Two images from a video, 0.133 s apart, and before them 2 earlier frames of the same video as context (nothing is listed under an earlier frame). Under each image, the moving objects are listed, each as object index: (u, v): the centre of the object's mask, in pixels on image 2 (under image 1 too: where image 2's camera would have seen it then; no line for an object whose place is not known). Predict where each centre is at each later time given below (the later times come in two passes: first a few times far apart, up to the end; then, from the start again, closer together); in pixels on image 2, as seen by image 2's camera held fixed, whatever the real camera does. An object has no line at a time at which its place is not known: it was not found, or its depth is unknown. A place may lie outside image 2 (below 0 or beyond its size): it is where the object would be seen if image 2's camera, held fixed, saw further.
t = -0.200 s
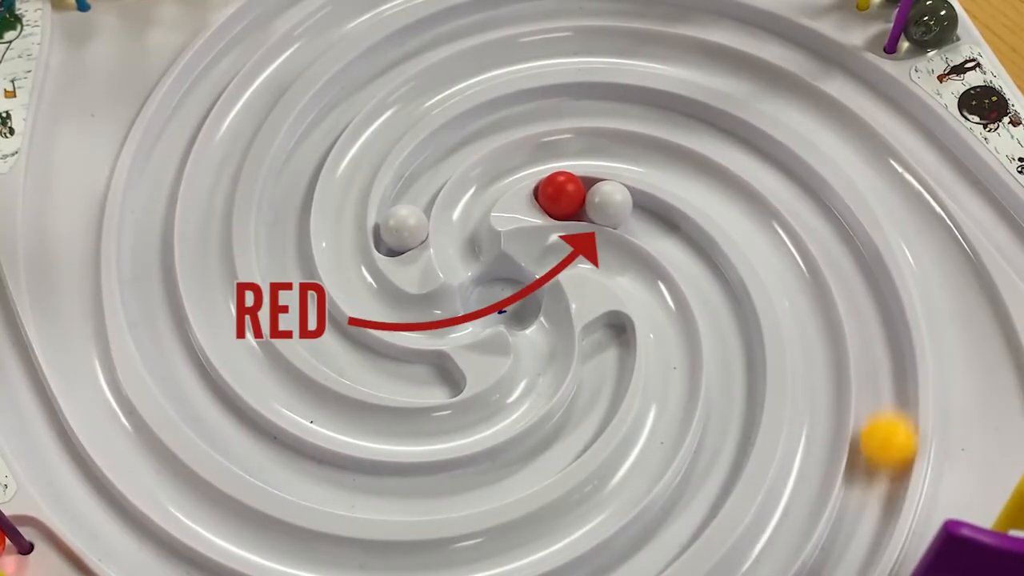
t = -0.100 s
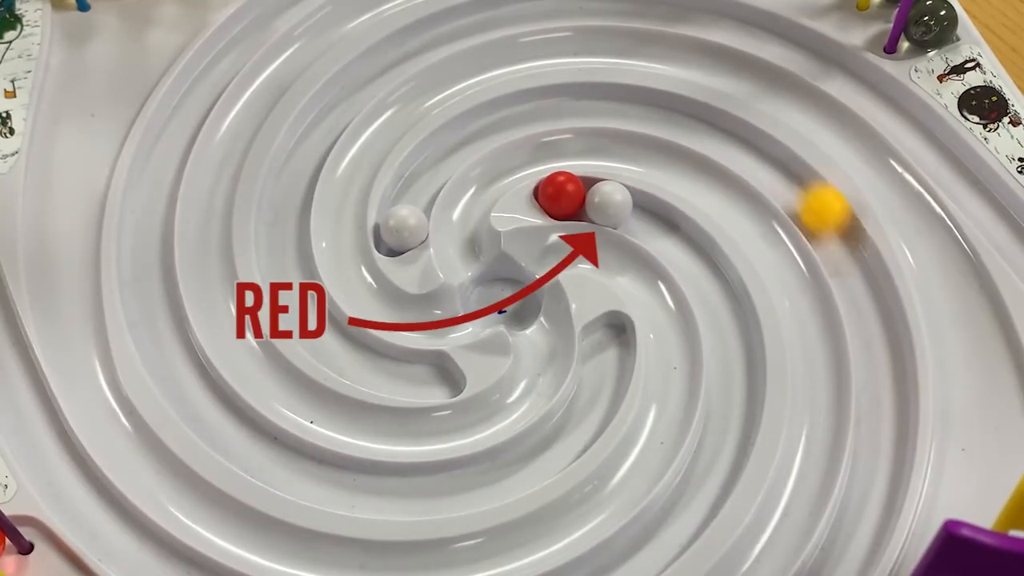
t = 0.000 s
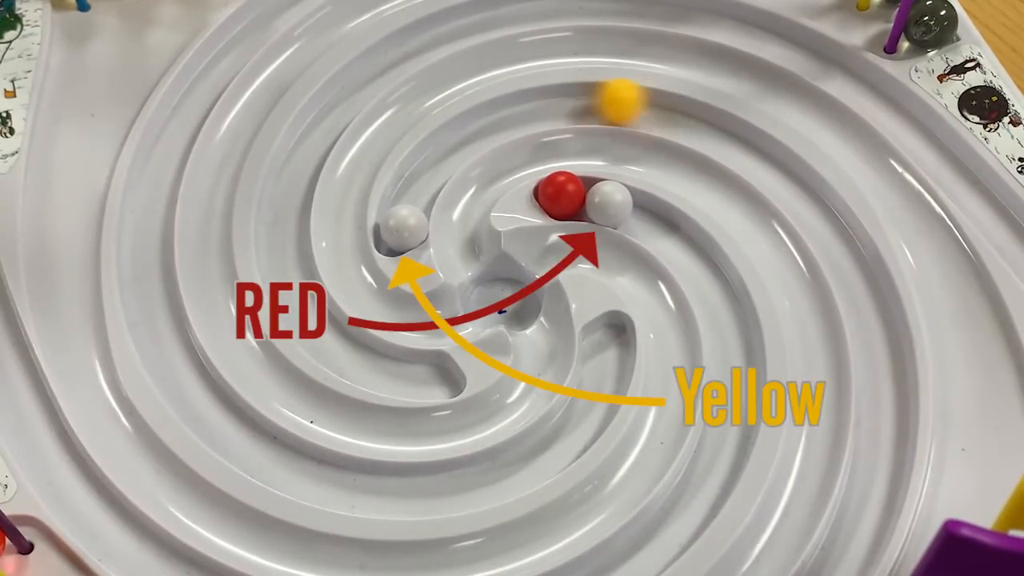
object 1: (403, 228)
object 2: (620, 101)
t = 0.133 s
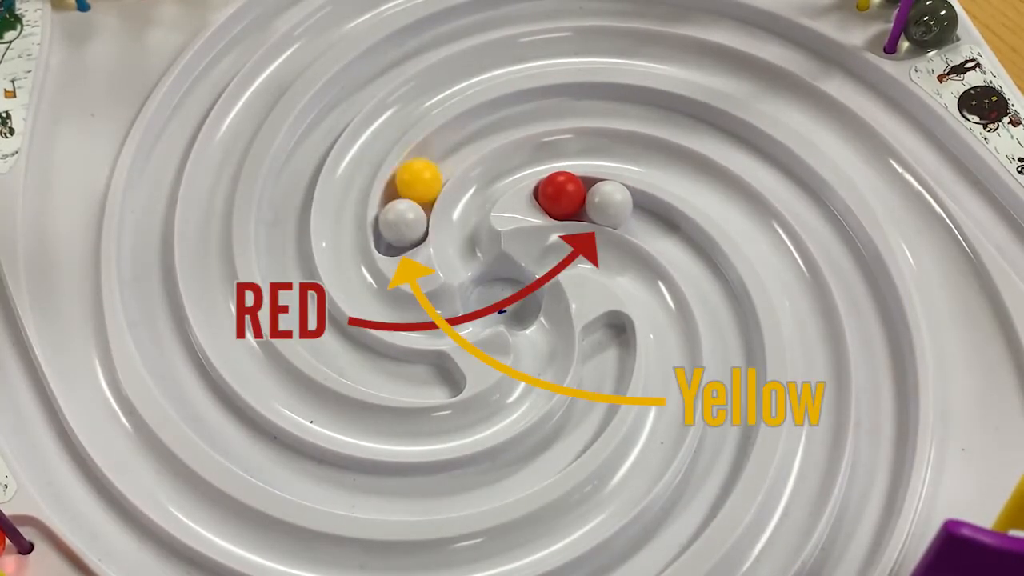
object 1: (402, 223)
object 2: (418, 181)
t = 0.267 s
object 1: (405, 218)
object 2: (432, 161)
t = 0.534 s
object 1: (397, 231)
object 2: (424, 173)
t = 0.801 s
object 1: (398, 231)
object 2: (414, 190)
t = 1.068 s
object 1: (398, 231)
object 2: (414, 190)
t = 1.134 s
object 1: (398, 231)
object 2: (414, 190)
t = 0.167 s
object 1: (402, 218)
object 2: (423, 170)
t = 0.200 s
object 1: (405, 216)
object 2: (427, 165)
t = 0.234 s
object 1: (405, 217)
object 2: (429, 163)
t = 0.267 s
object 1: (405, 218)
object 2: (432, 161)
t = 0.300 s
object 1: (405, 220)
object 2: (435, 160)
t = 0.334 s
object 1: (405, 222)
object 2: (435, 160)
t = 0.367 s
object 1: (404, 224)
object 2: (434, 161)
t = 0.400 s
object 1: (403, 227)
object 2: (432, 163)
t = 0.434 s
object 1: (399, 230)
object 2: (431, 165)
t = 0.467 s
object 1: (397, 231)
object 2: (430, 166)
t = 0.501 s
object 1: (397, 231)
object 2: (428, 169)
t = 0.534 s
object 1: (397, 231)
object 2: (424, 173)
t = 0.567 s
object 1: (397, 231)
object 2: (420, 179)
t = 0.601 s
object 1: (397, 231)
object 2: (415, 187)
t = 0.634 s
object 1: (397, 231)
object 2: (414, 191)
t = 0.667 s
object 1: (398, 231)
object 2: (414, 190)
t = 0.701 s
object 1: (398, 231)
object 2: (414, 190)
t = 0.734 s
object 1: (398, 231)
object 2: (414, 190)
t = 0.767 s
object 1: (398, 231)
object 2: (414, 190)
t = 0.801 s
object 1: (398, 231)
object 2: (414, 190)
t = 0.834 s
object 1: (398, 231)
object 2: (414, 190)
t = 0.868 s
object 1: (398, 231)
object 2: (414, 190)
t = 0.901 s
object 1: (398, 231)
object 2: (414, 190)
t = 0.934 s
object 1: (398, 231)
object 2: (414, 190)
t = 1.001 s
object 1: (398, 231)
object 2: (414, 191)
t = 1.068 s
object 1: (398, 231)
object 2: (414, 190)
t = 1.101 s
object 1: (398, 231)
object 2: (414, 190)
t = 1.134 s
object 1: (398, 231)
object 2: (414, 190)
